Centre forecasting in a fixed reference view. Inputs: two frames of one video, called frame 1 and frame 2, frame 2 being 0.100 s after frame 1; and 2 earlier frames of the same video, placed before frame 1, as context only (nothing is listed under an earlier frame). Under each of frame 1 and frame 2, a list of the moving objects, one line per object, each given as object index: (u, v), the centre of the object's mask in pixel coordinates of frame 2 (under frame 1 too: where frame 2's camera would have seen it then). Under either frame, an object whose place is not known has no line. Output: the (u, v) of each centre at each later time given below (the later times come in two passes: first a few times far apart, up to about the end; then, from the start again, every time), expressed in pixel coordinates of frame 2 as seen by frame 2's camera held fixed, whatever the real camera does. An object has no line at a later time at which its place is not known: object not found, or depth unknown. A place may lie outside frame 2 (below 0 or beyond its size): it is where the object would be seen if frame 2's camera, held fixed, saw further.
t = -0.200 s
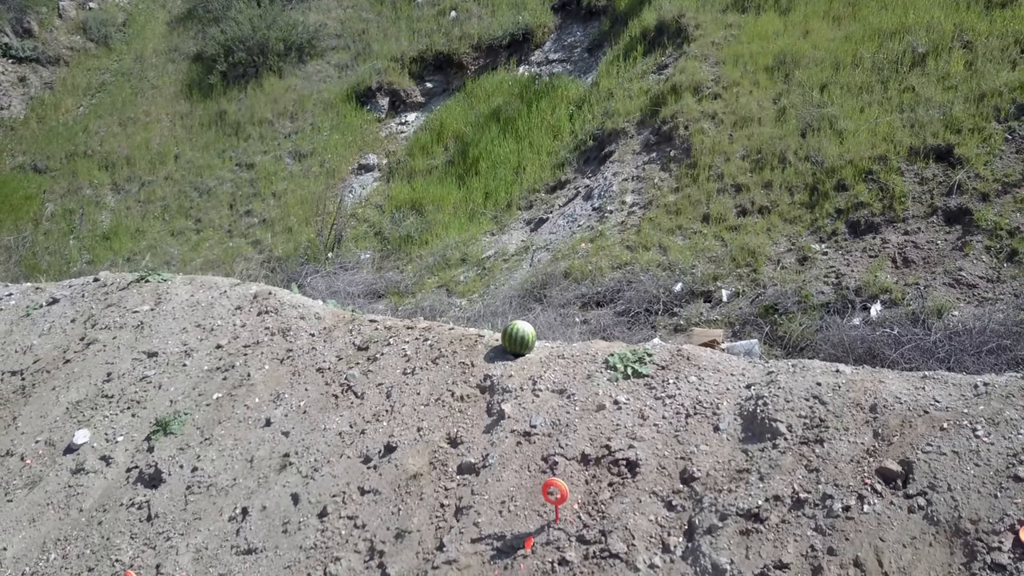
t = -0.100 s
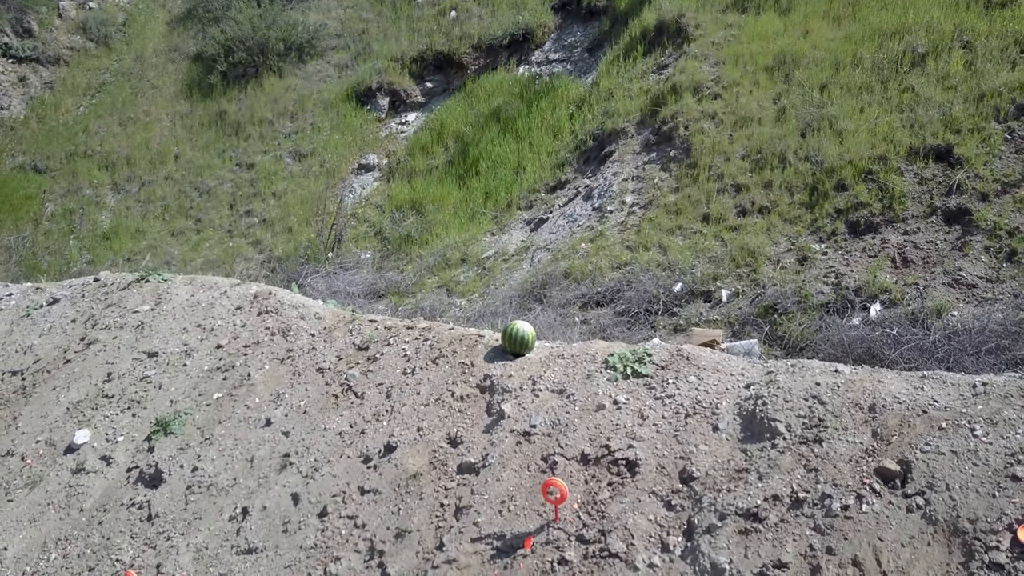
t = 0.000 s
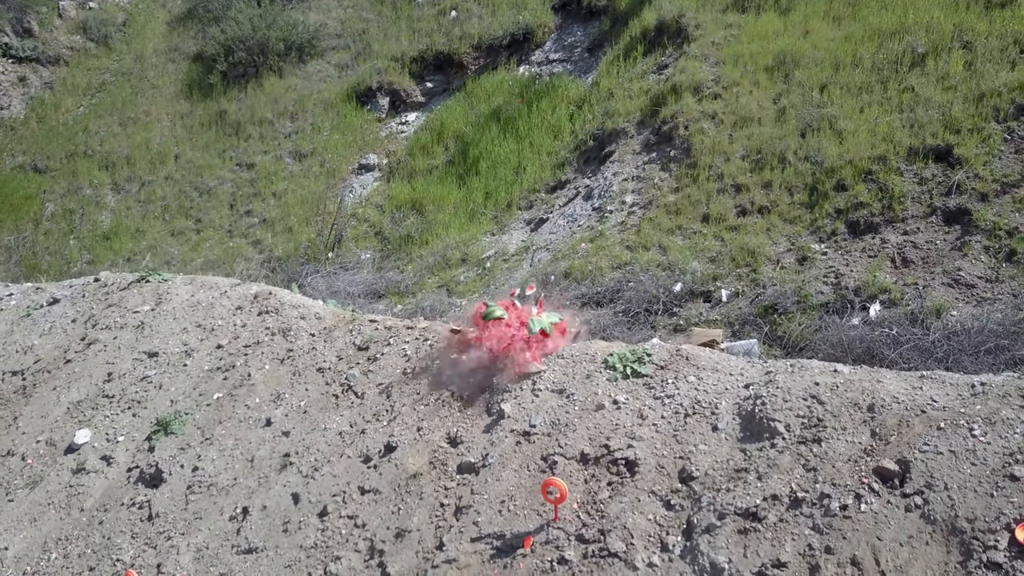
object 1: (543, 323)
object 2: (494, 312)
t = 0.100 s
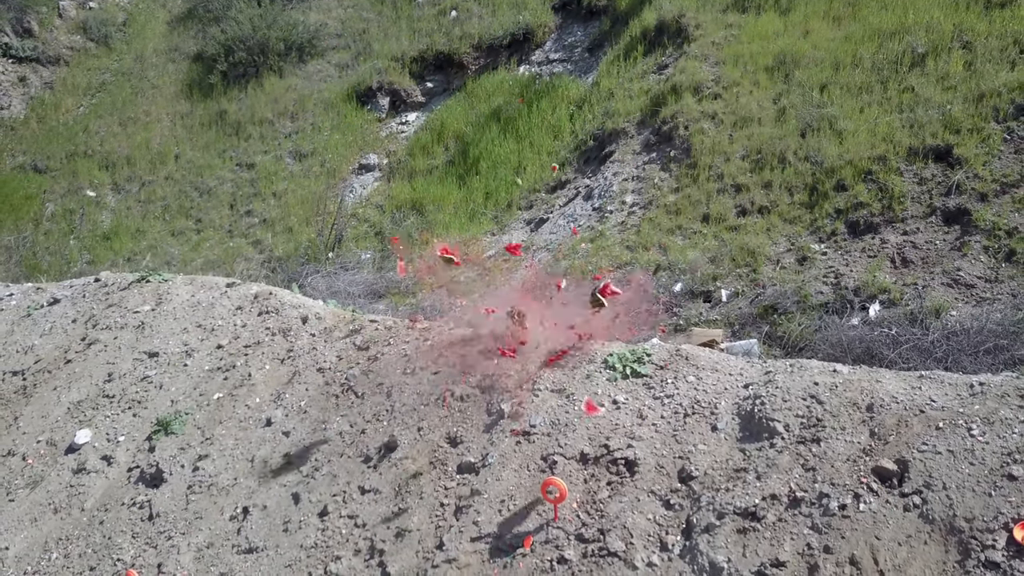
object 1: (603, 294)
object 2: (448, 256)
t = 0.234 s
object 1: (687, 278)
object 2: (372, 208)
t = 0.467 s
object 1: (860, 358)
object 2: (237, 201)
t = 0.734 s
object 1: (943, 377)
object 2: (59, 369)
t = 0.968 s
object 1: (935, 382)
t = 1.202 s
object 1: (935, 383)
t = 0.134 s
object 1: (624, 285)
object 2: (434, 239)
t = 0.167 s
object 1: (644, 281)
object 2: (415, 232)
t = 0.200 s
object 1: (665, 278)
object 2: (392, 218)
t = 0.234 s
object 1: (687, 278)
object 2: (372, 208)
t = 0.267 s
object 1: (709, 278)
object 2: (358, 197)
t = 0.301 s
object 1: (731, 283)
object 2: (341, 194)
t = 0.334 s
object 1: (755, 290)
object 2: (321, 194)
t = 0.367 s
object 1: (778, 302)
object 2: (300, 194)
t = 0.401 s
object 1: (805, 317)
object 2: (275, 195)
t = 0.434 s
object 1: (832, 337)
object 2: (254, 196)
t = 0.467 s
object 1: (860, 358)
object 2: (237, 201)
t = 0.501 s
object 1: (883, 374)
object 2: (217, 214)
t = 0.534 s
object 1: (899, 375)
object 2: (196, 228)
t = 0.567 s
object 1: (911, 373)
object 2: (175, 245)
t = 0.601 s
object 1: (922, 372)
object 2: (150, 265)
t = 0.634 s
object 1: (933, 375)
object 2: (124, 282)
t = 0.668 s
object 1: (939, 376)
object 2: (104, 305)
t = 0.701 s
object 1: (942, 379)
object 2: (82, 333)
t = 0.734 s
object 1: (943, 377)
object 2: (59, 369)
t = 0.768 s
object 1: (943, 375)
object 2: (34, 405)
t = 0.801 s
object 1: (941, 377)
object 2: (10, 443)
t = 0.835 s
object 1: (937, 380)
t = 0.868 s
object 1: (936, 381)
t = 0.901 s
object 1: (935, 382)
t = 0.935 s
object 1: (935, 382)
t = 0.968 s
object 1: (935, 382)
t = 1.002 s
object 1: (935, 382)
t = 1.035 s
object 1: (935, 382)
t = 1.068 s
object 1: (935, 382)
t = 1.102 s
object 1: (935, 382)
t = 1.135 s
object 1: (935, 382)
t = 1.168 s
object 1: (935, 383)
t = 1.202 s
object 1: (935, 383)
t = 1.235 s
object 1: (935, 383)
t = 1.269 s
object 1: (935, 383)
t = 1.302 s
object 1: (935, 383)
